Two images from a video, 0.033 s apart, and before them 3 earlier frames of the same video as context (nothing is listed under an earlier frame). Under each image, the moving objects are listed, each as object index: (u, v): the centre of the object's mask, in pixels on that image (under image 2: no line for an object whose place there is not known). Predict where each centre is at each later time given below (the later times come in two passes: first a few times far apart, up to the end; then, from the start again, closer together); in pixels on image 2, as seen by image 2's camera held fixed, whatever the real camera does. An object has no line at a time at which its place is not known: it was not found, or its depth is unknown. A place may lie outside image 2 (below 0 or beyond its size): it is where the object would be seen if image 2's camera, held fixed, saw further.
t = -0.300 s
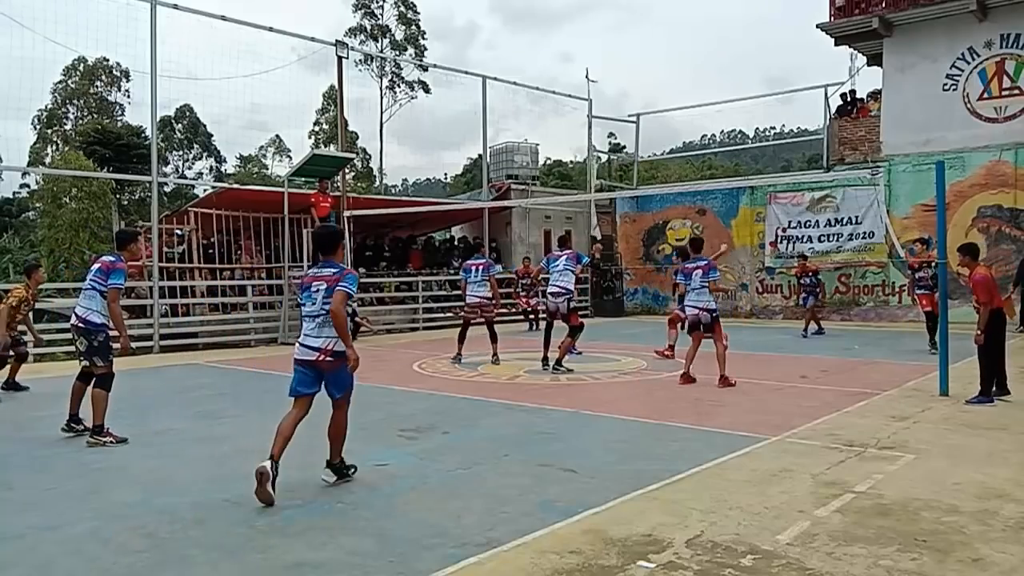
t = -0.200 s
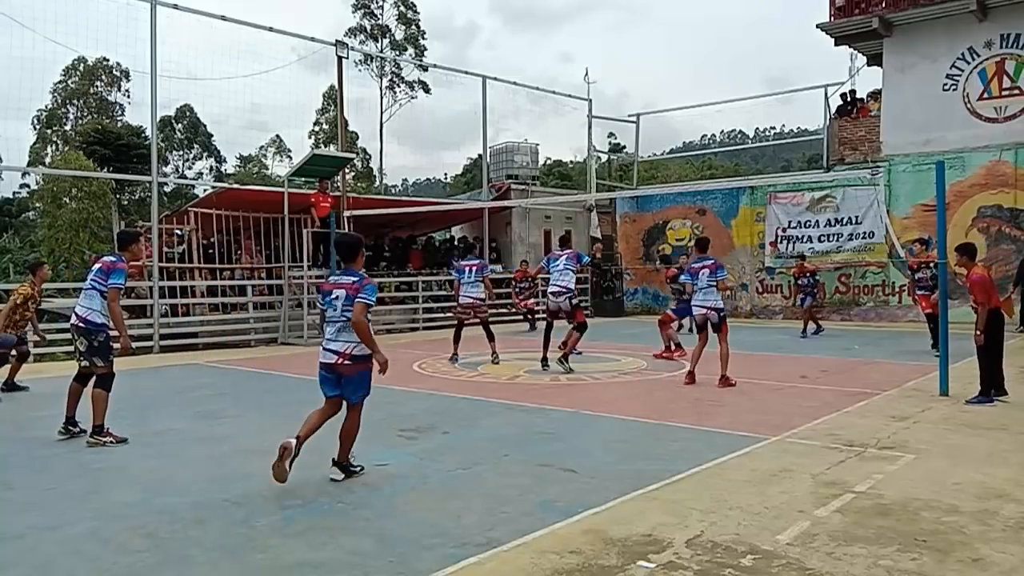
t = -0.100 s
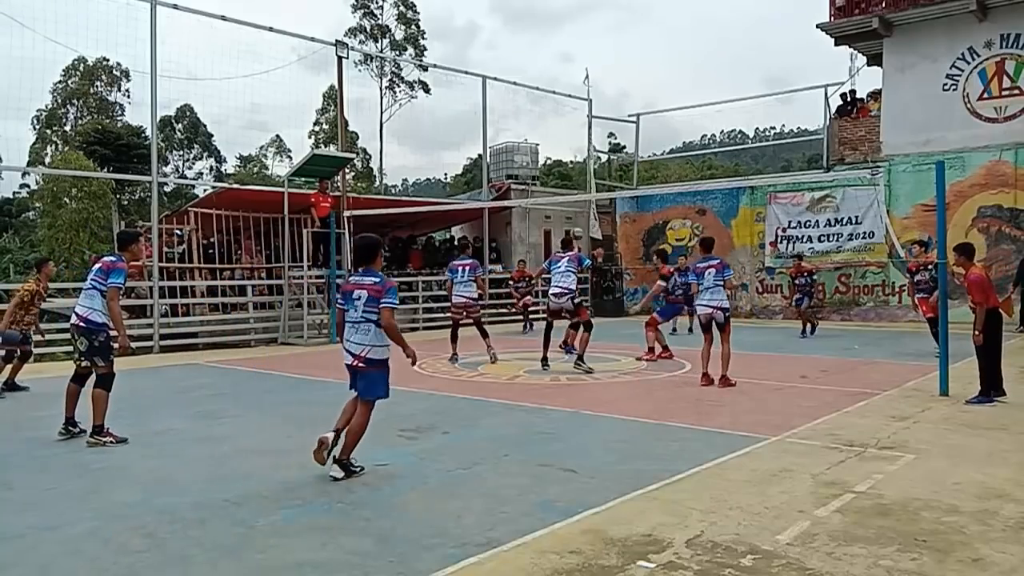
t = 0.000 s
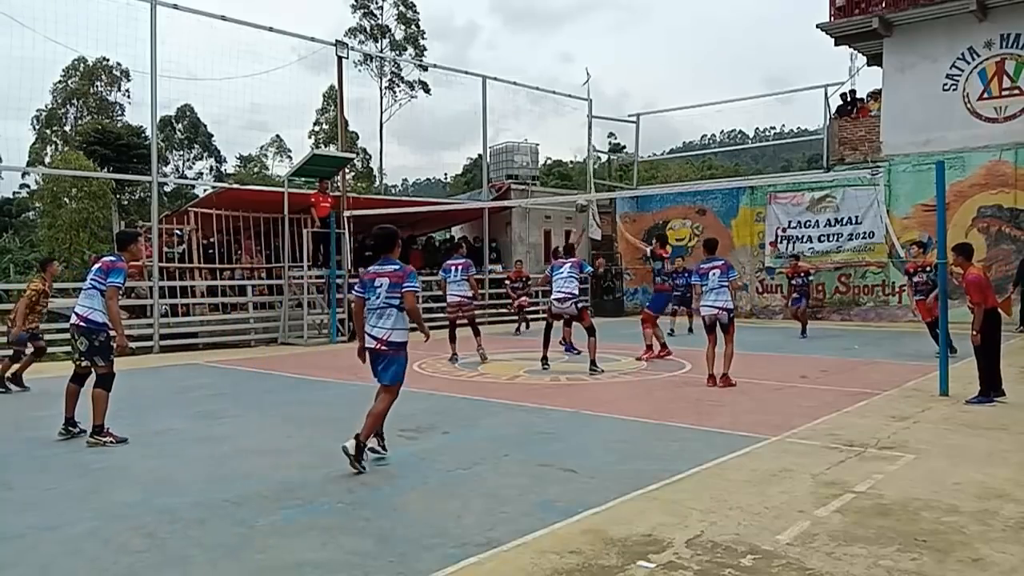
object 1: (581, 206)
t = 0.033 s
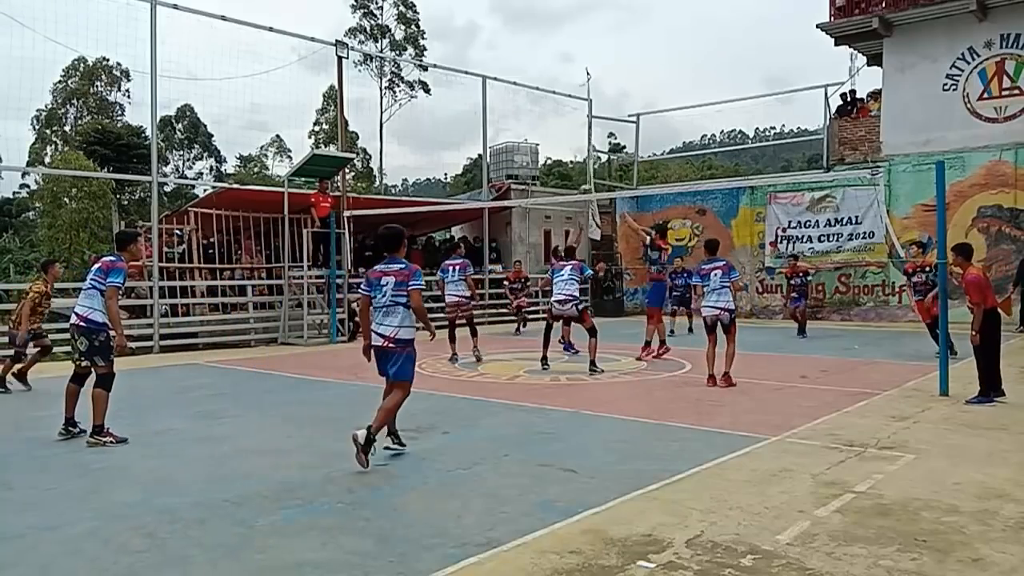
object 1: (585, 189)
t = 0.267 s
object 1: (617, 104)
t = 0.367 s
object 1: (631, 77)
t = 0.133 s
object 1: (599, 150)
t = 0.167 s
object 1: (603, 138)
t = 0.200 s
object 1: (608, 126)
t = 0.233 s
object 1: (613, 115)
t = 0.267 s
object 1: (617, 104)
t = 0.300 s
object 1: (622, 94)
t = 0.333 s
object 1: (626, 85)
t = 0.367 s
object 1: (631, 77)
